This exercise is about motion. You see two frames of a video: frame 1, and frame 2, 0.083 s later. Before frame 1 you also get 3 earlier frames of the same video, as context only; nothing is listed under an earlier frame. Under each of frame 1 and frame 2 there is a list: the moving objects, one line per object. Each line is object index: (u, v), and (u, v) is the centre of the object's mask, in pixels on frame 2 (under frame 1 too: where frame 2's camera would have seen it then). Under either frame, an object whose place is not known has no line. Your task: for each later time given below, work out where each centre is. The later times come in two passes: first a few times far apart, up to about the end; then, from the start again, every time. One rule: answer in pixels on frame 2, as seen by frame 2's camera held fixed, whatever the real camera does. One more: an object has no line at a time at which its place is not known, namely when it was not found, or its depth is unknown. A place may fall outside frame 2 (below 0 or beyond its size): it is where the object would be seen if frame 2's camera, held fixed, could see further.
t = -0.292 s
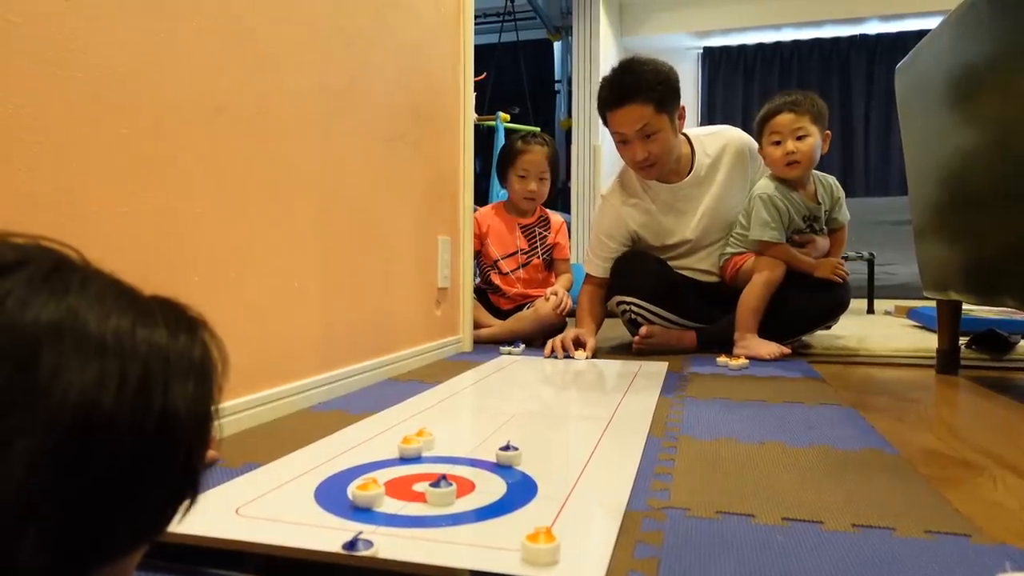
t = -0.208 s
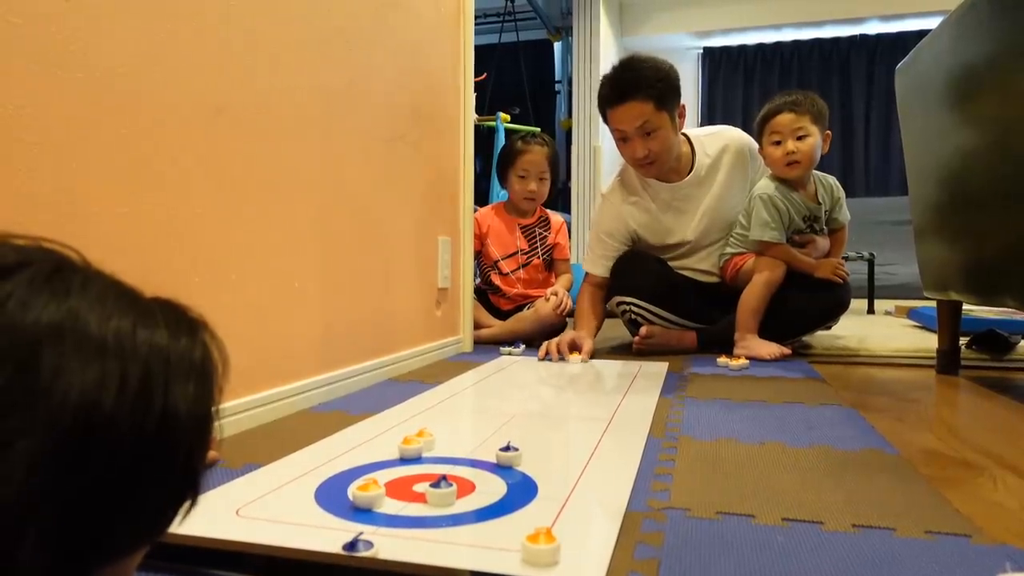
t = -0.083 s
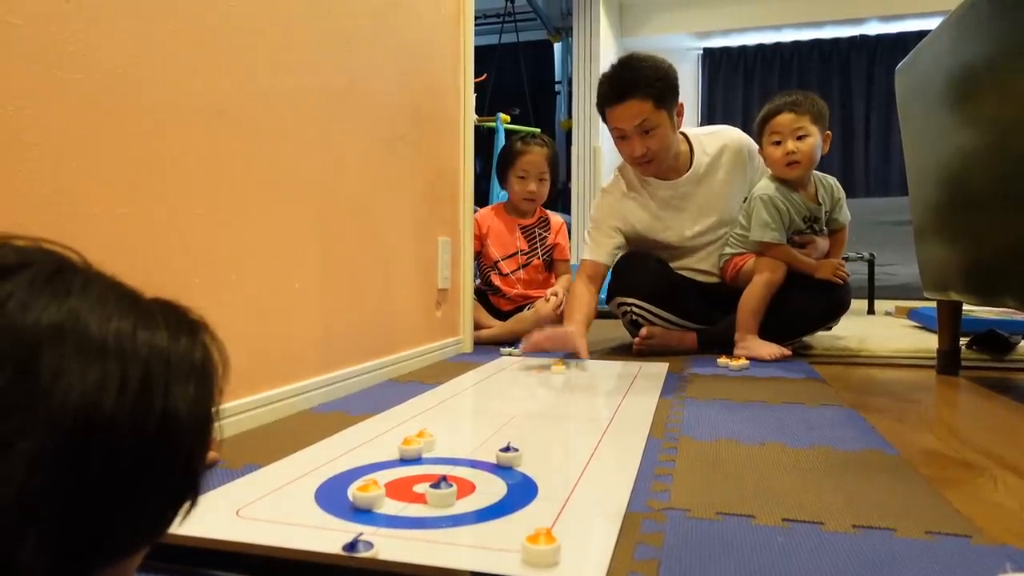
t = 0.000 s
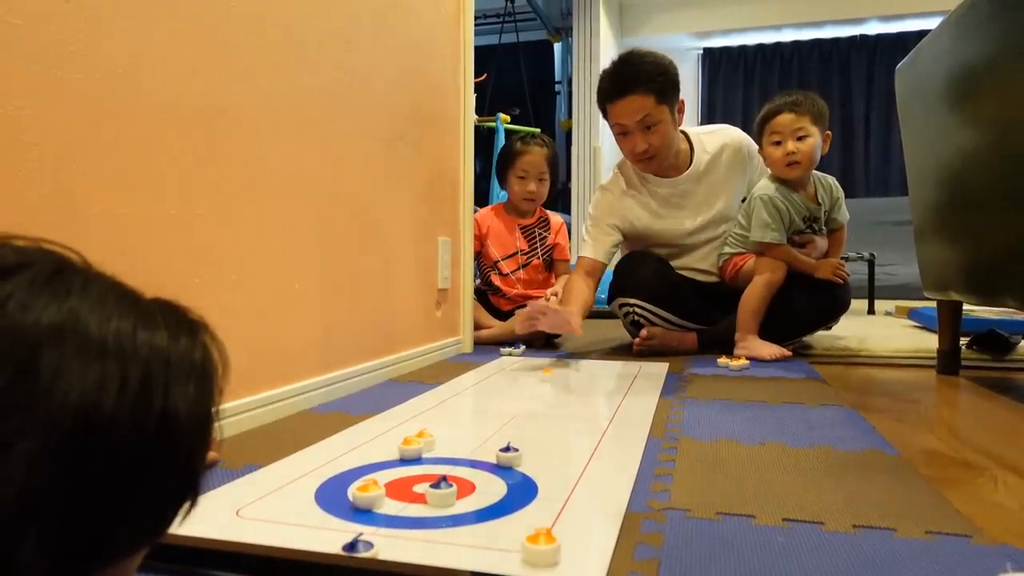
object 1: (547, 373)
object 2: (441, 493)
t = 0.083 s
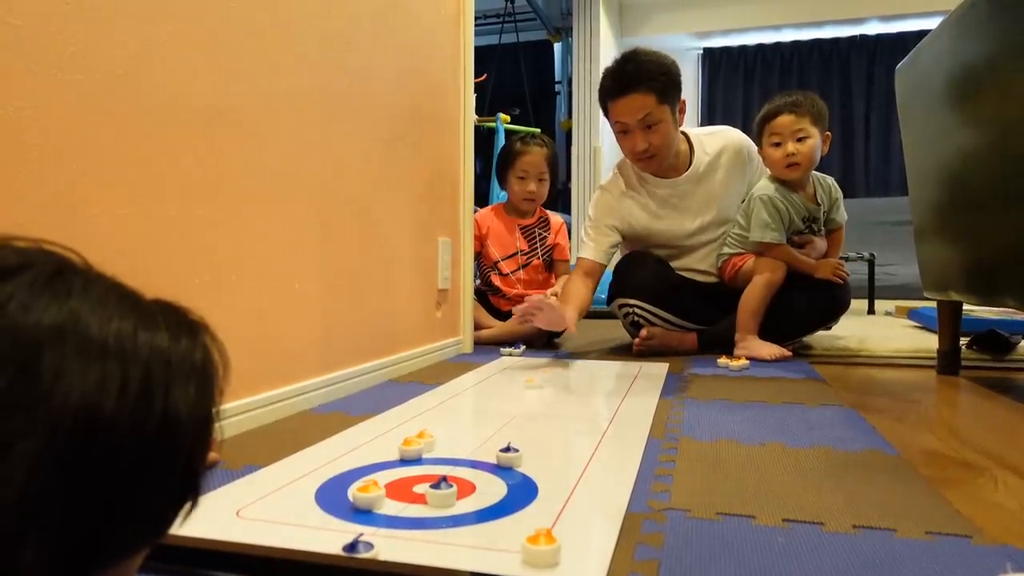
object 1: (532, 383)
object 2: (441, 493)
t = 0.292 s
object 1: (500, 402)
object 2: (441, 493)
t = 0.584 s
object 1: (445, 438)
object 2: (441, 493)
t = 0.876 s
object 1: (452, 468)
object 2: (441, 493)
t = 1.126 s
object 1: (467, 491)
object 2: (434, 498)
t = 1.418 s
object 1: (487, 501)
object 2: (428, 502)
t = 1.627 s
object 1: (489, 502)
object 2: (429, 502)
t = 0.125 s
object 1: (529, 386)
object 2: (441, 493)
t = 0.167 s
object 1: (522, 391)
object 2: (441, 493)
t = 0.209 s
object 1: (516, 394)
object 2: (441, 493)
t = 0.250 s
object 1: (509, 398)
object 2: (441, 493)
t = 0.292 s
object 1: (500, 402)
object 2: (441, 493)
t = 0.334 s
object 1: (493, 407)
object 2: (441, 493)
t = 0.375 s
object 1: (486, 412)
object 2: (441, 493)
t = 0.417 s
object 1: (477, 417)
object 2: (442, 493)
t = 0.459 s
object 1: (468, 422)
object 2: (441, 493)
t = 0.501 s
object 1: (460, 427)
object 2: (441, 493)
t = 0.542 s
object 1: (451, 433)
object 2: (441, 493)
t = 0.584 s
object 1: (445, 438)
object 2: (441, 493)
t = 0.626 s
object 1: (445, 442)
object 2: (441, 493)
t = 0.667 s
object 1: (446, 447)
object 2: (441, 493)
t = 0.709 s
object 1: (447, 450)
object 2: (441, 493)
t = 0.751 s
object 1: (447, 456)
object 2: (441, 493)
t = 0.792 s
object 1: (449, 460)
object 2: (441, 493)
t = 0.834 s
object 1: (451, 464)
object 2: (441, 493)
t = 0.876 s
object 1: (452, 468)
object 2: (441, 493)
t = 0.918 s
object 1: (454, 471)
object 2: (441, 493)
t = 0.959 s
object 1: (457, 476)
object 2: (441, 493)
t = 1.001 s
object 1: (460, 481)
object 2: (441, 493)
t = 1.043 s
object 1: (462, 485)
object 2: (439, 494)
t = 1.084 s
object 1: (464, 488)
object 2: (436, 497)
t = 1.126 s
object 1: (467, 491)
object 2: (434, 498)
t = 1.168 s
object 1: (471, 493)
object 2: (432, 498)
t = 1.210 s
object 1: (475, 495)
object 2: (430, 499)
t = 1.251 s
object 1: (478, 496)
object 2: (430, 501)
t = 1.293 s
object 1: (481, 498)
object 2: (429, 501)
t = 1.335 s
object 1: (483, 499)
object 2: (428, 502)
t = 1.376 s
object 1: (485, 500)
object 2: (428, 502)
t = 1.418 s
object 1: (487, 501)
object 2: (428, 502)
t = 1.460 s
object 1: (488, 501)
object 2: (428, 502)
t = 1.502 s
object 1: (489, 502)
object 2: (428, 502)
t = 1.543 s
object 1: (489, 502)
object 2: (429, 502)
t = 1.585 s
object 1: (490, 502)
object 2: (429, 502)
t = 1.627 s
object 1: (489, 502)
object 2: (429, 502)
